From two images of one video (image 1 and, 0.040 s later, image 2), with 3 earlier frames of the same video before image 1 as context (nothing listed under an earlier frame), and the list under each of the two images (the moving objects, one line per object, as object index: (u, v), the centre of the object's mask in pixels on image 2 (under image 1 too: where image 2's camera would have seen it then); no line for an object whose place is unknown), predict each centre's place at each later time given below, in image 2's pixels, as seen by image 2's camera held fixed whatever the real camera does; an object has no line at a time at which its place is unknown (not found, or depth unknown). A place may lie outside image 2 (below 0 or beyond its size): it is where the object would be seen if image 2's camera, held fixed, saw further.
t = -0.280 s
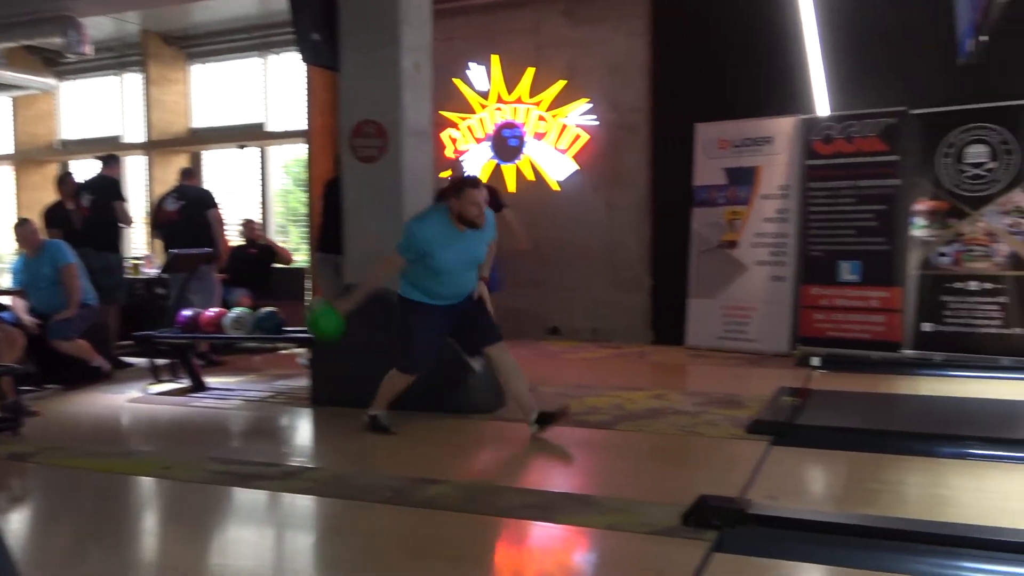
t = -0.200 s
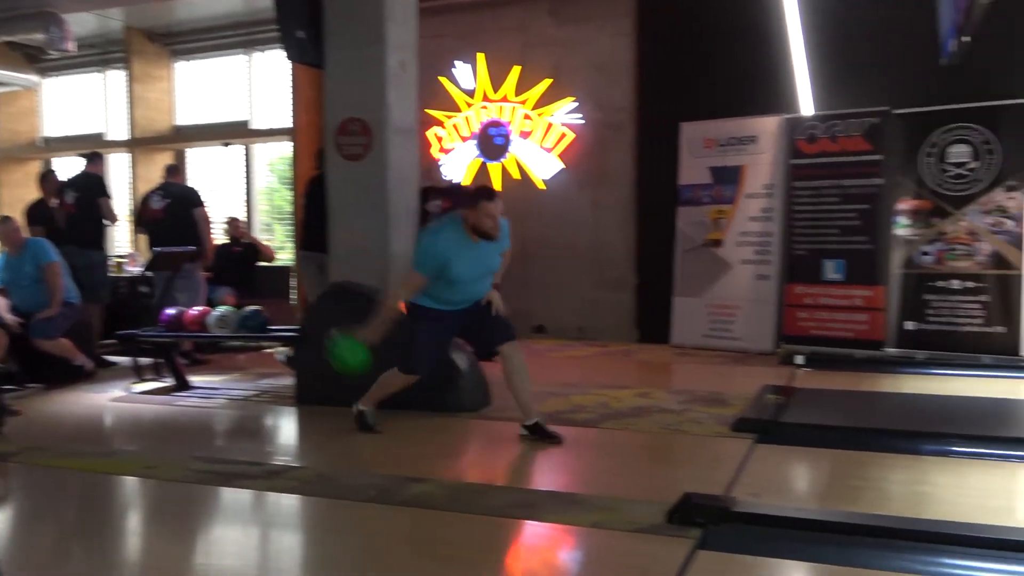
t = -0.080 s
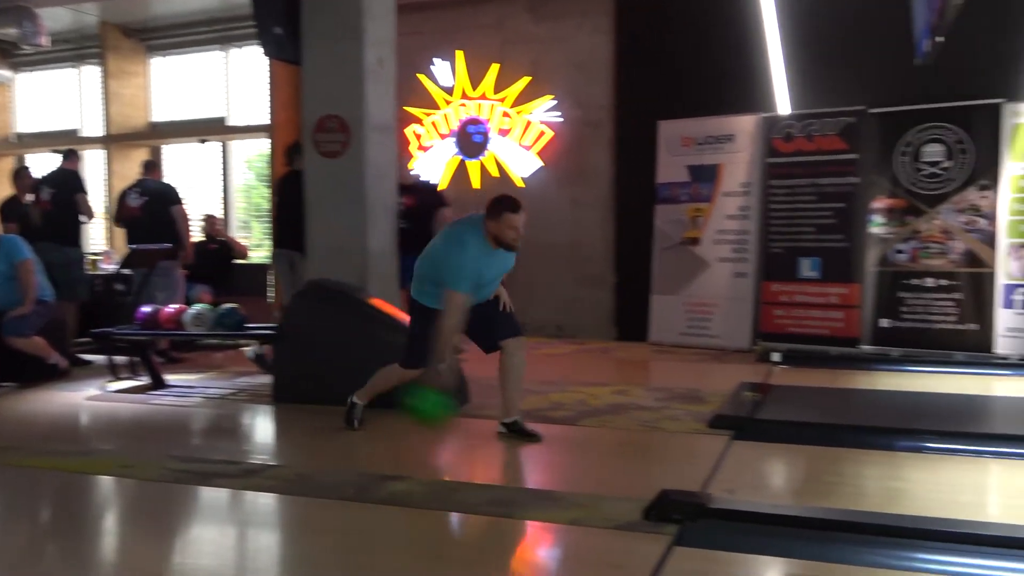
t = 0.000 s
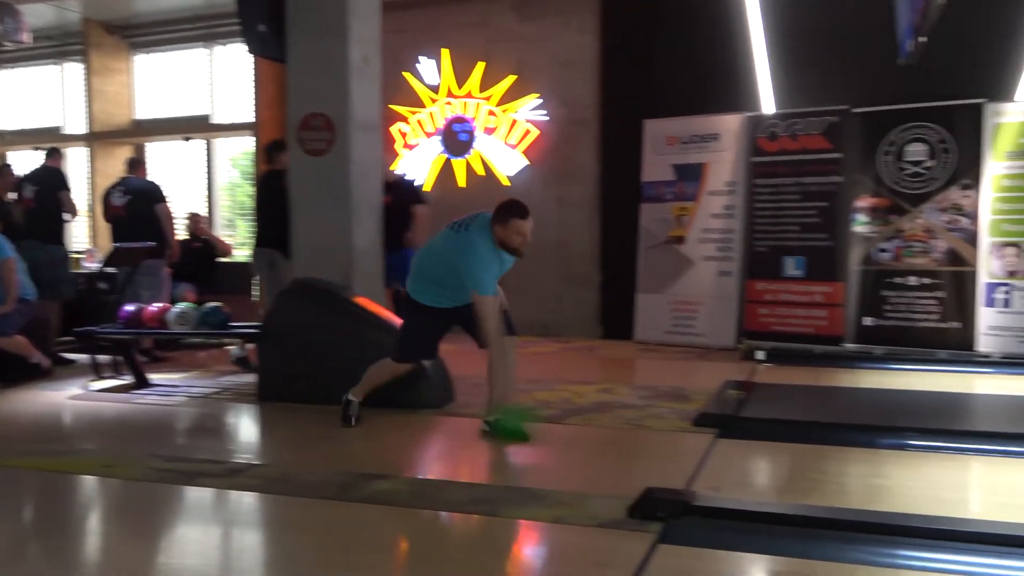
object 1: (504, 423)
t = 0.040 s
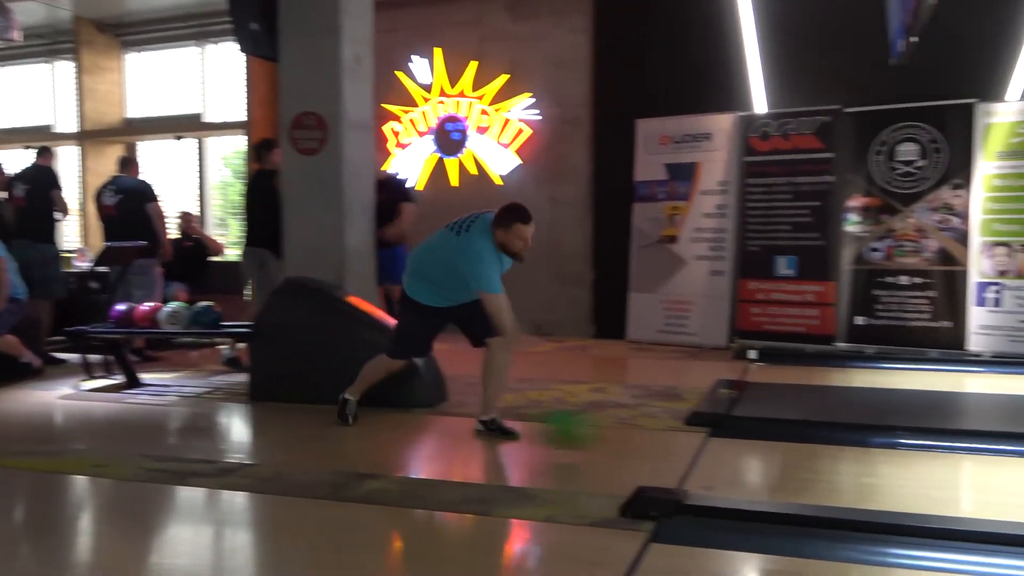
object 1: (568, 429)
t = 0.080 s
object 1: (624, 435)
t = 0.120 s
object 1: (696, 440)
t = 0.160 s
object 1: (758, 442)
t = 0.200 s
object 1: (826, 450)
